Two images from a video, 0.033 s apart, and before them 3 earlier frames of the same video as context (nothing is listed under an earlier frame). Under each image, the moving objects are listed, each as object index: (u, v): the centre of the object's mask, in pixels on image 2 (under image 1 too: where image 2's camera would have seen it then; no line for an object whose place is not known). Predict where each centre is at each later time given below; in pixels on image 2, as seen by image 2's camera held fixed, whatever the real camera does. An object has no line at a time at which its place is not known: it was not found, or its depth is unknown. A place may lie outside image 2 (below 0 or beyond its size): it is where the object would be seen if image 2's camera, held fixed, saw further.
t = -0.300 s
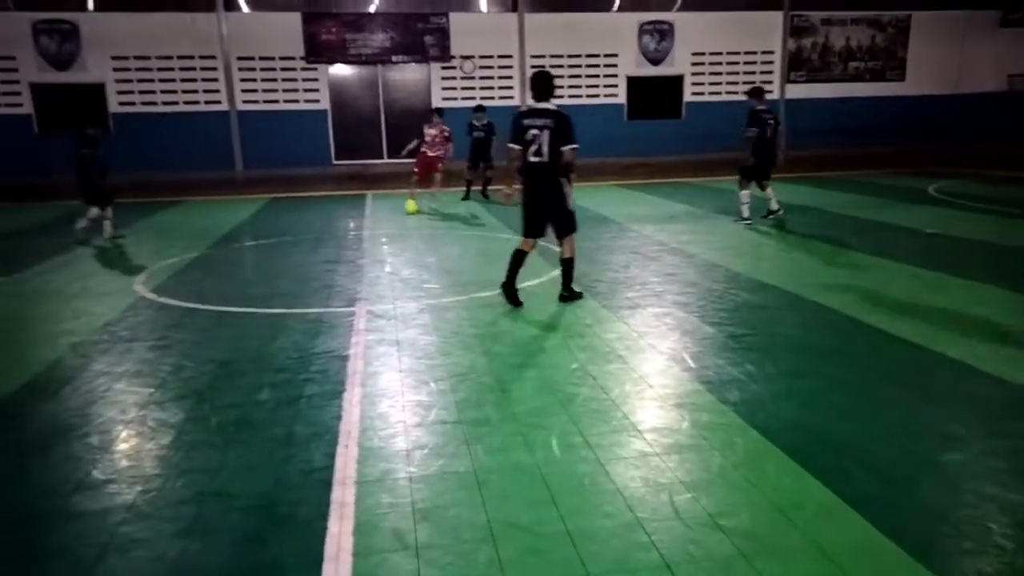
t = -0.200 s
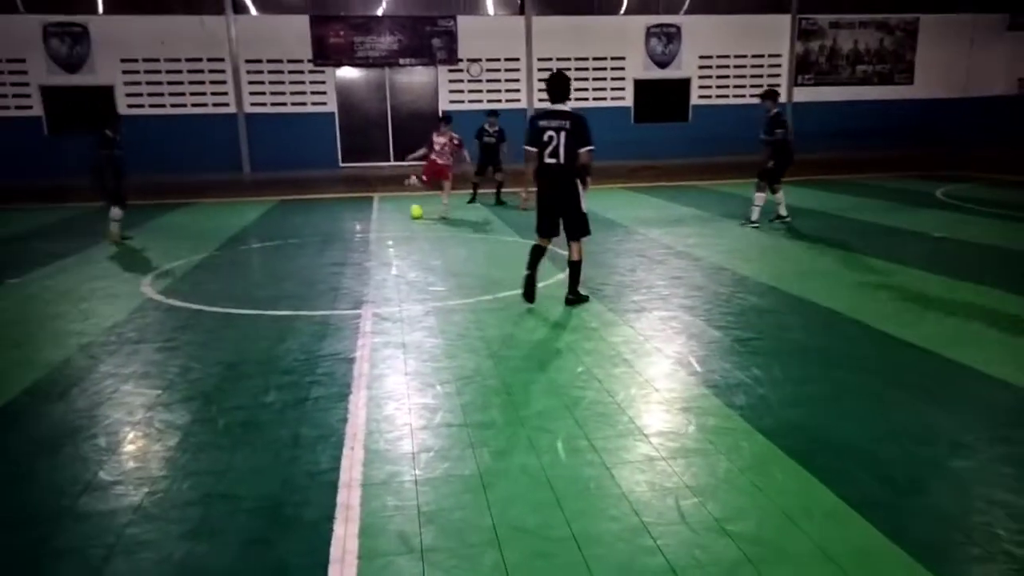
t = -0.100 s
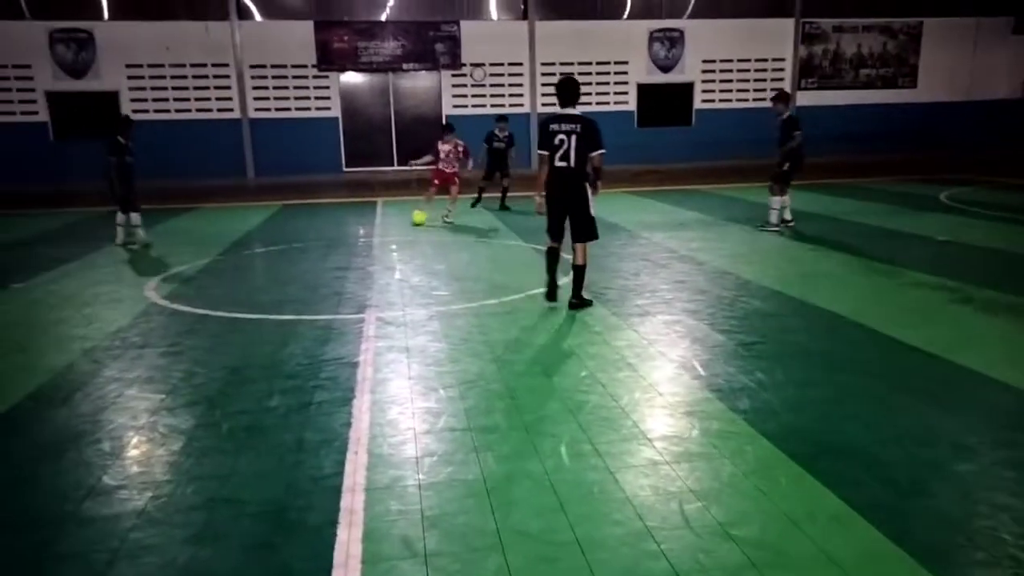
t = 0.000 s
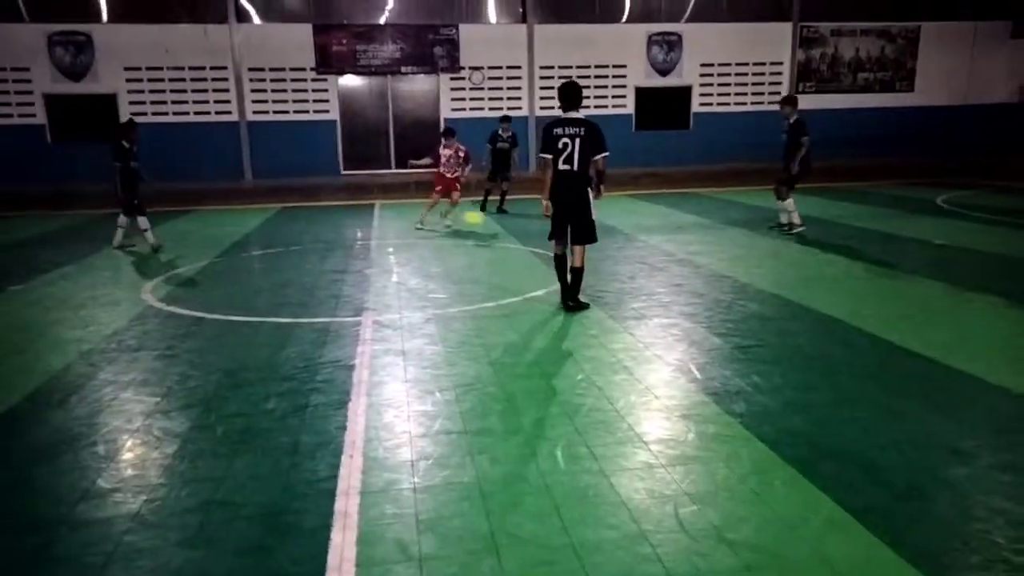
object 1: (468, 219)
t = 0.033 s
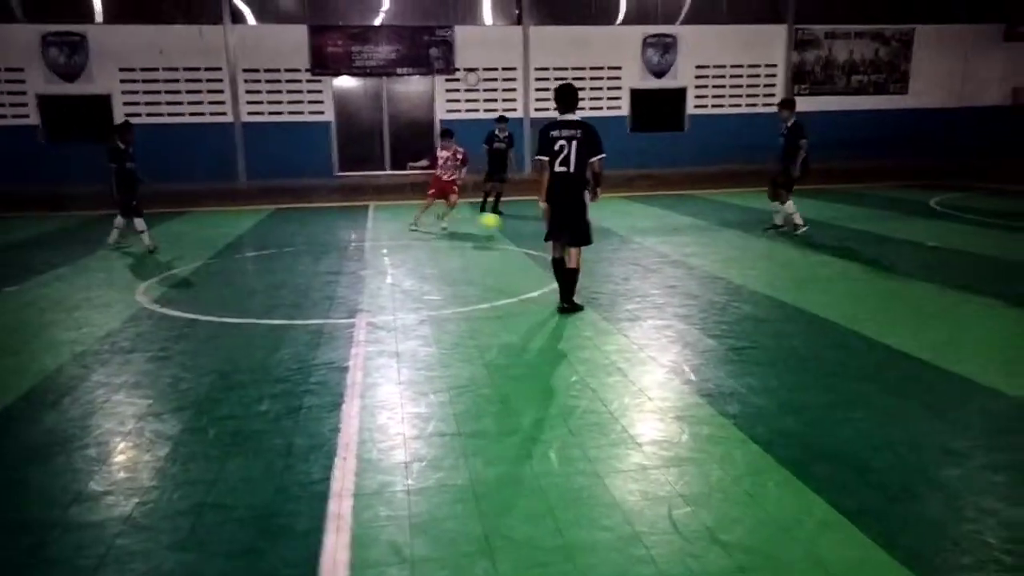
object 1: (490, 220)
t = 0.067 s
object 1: (512, 221)
